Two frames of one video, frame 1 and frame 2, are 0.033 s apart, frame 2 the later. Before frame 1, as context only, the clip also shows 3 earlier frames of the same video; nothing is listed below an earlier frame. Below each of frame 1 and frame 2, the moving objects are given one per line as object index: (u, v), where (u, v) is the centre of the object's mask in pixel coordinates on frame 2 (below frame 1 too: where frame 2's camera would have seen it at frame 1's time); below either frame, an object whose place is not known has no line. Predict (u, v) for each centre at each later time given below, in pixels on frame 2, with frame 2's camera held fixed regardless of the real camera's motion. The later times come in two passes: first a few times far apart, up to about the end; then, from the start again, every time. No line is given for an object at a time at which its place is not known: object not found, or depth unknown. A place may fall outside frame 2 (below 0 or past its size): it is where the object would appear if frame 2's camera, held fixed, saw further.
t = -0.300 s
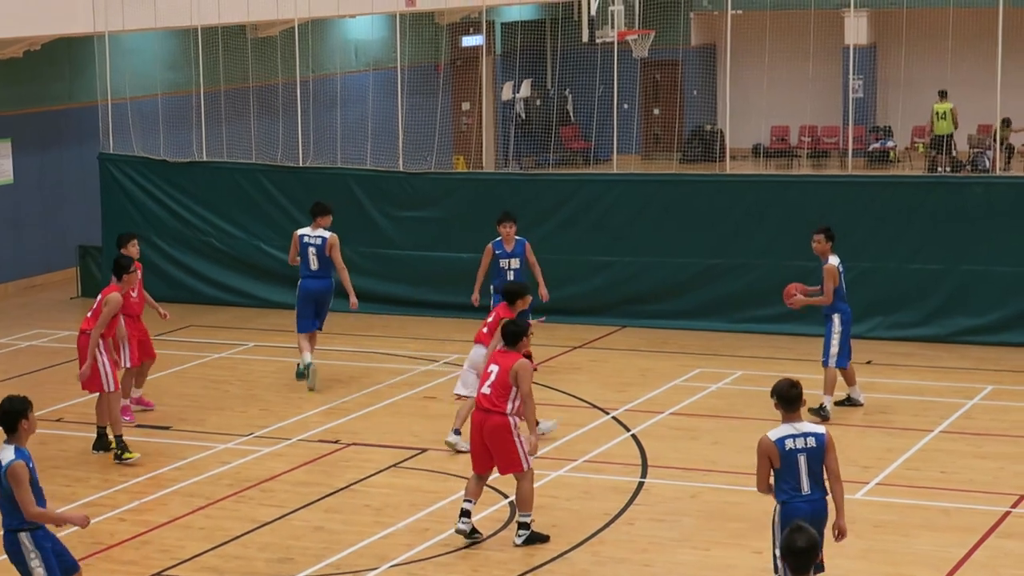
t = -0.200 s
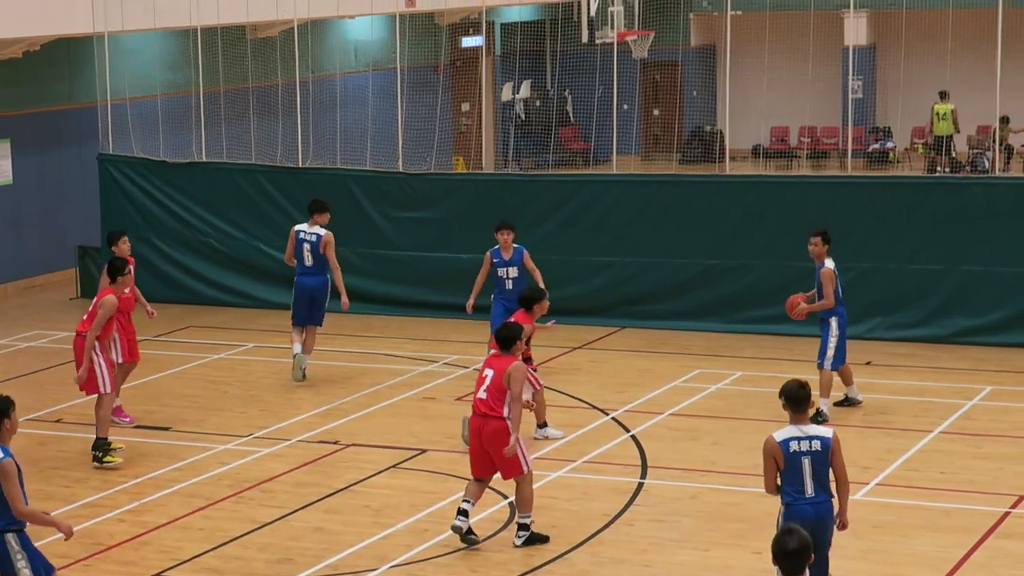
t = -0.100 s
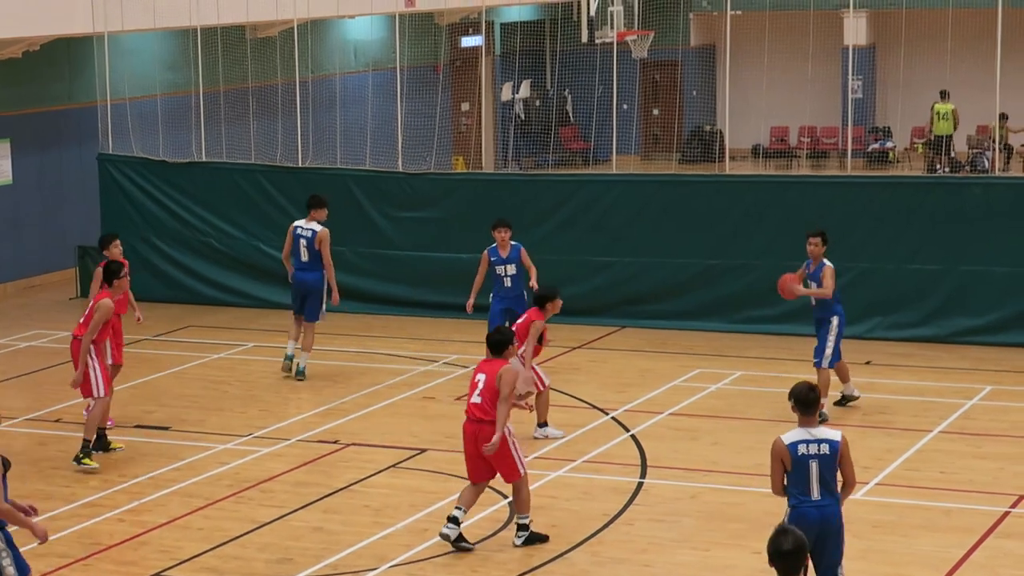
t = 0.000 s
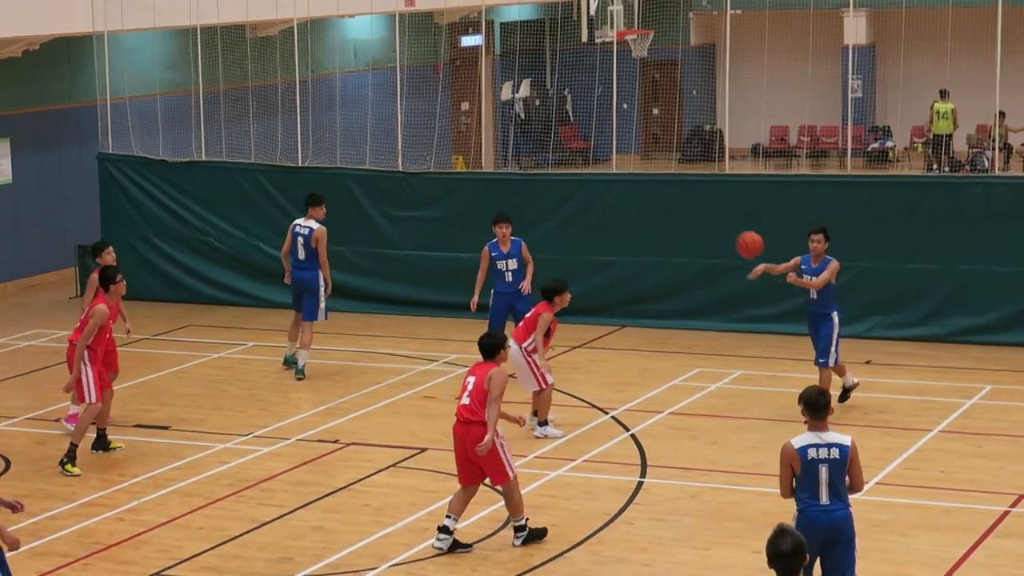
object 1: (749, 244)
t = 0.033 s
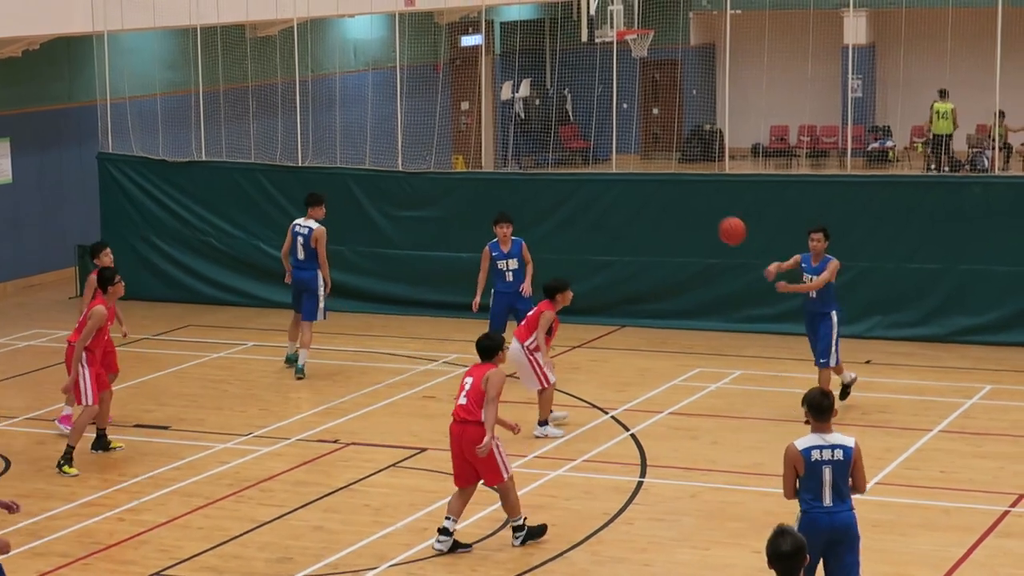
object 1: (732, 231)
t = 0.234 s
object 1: (619, 163)
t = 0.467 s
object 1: (468, 128)
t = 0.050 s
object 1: (723, 224)
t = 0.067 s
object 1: (714, 217)
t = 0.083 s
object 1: (705, 211)
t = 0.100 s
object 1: (696, 204)
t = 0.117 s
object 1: (686, 199)
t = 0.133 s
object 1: (677, 193)
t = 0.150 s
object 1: (668, 187)
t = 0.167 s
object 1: (658, 182)
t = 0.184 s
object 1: (649, 177)
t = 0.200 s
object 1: (639, 172)
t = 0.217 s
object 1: (628, 168)
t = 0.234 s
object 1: (619, 163)
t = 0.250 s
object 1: (609, 158)
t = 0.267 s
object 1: (599, 154)
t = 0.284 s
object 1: (588, 151)
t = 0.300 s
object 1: (578, 147)
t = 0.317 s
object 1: (568, 144)
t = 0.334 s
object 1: (558, 141)
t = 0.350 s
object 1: (547, 139)
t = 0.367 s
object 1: (535, 137)
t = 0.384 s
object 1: (525, 134)
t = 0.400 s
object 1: (514, 133)
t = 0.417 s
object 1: (503, 131)
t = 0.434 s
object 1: (492, 130)
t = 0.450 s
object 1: (480, 129)
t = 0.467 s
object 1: (468, 128)
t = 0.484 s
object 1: (458, 128)
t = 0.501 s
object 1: (447, 128)
